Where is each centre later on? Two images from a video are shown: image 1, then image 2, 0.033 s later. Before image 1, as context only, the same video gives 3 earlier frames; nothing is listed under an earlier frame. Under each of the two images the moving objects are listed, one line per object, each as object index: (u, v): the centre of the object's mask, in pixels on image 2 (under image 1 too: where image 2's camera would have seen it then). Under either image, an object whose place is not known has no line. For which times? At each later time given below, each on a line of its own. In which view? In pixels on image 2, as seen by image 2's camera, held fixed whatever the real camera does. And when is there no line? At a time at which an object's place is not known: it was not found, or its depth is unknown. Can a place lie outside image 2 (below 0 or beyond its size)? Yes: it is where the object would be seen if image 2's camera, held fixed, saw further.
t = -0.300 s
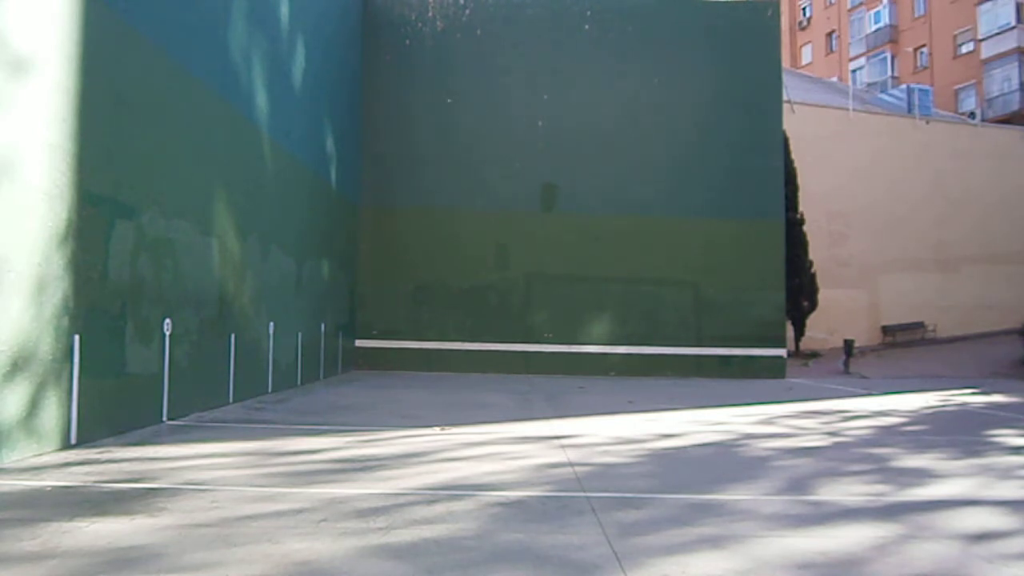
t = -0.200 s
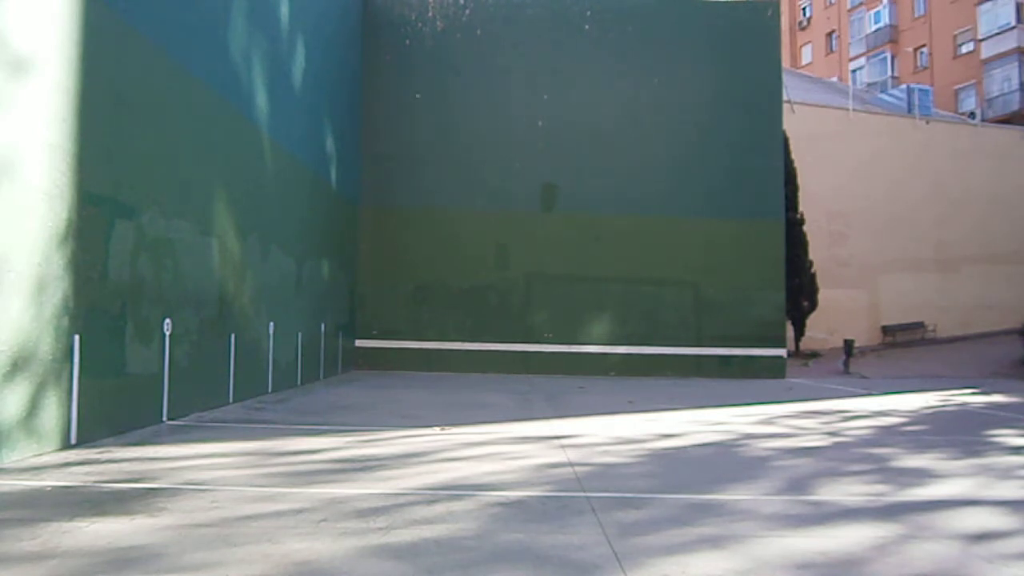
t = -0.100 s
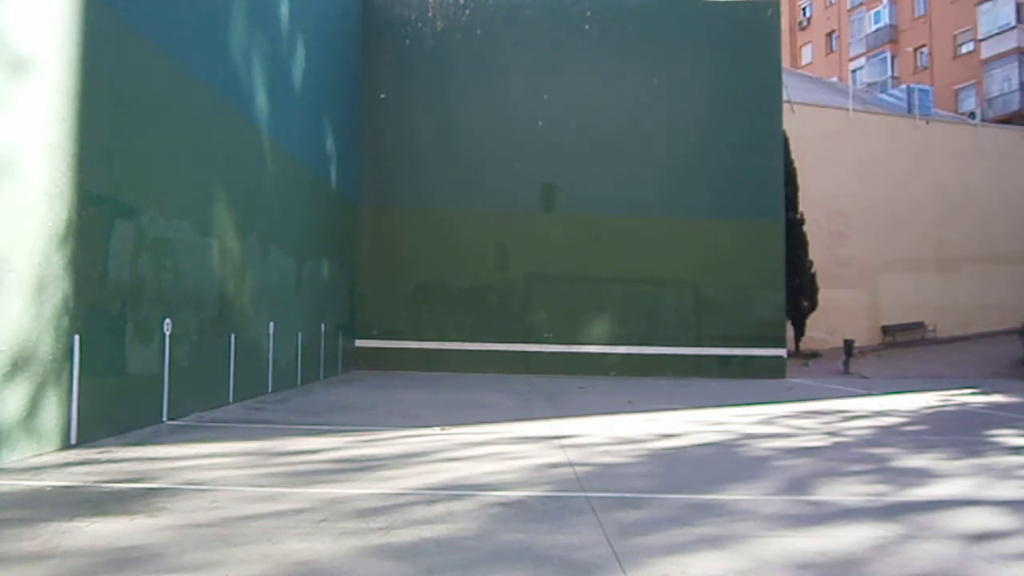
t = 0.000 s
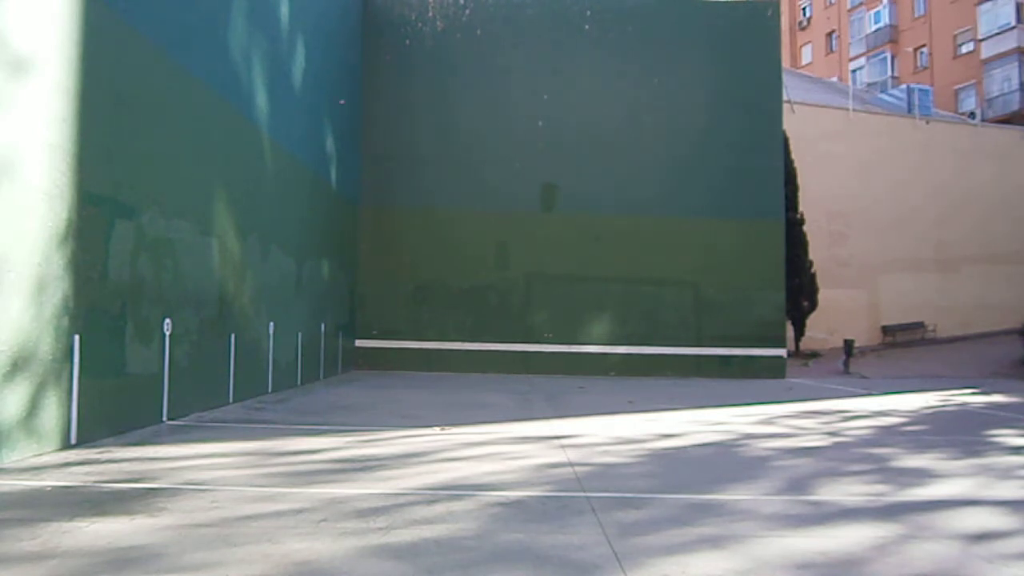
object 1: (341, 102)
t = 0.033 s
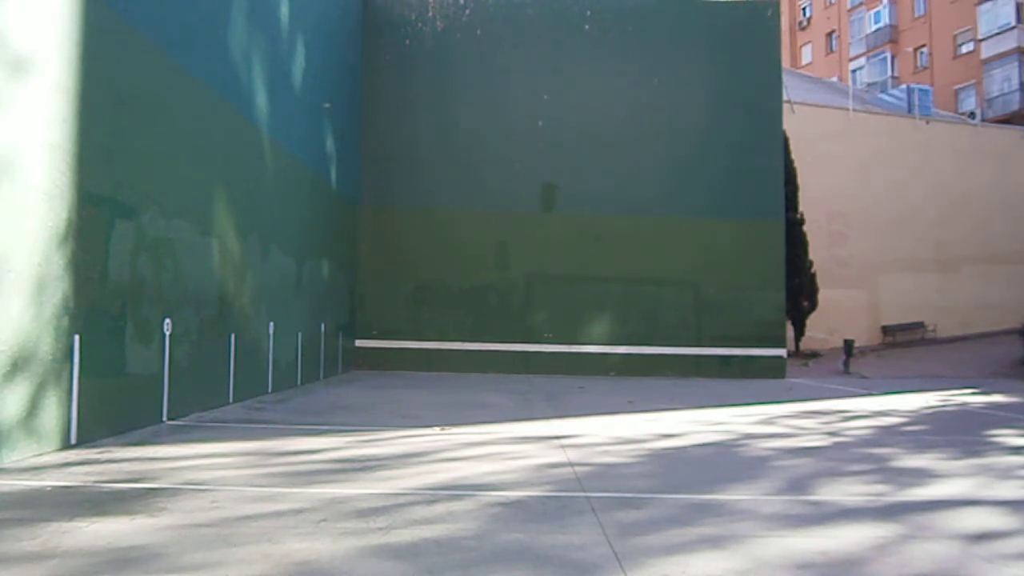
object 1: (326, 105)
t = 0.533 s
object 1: (355, 254)
